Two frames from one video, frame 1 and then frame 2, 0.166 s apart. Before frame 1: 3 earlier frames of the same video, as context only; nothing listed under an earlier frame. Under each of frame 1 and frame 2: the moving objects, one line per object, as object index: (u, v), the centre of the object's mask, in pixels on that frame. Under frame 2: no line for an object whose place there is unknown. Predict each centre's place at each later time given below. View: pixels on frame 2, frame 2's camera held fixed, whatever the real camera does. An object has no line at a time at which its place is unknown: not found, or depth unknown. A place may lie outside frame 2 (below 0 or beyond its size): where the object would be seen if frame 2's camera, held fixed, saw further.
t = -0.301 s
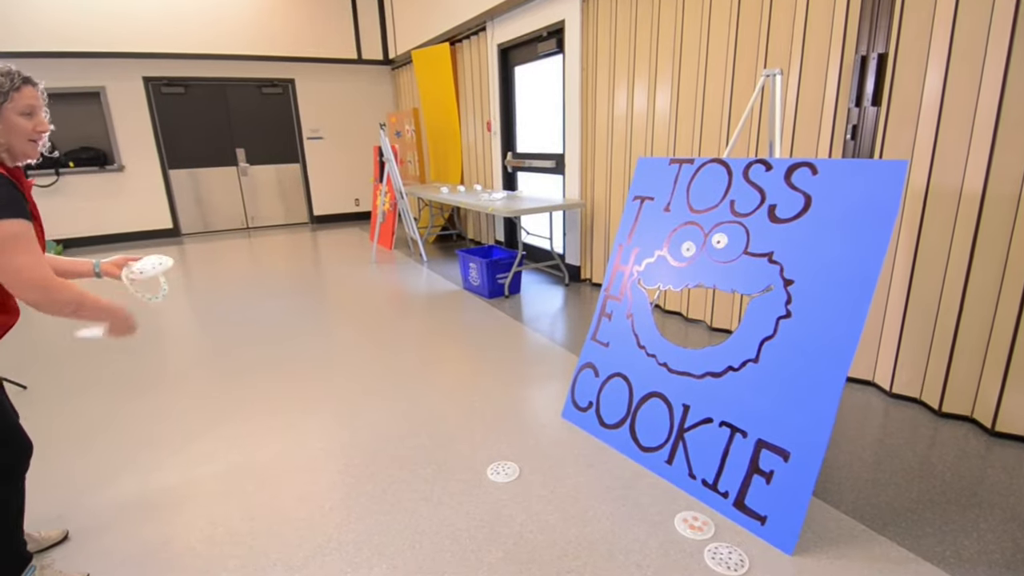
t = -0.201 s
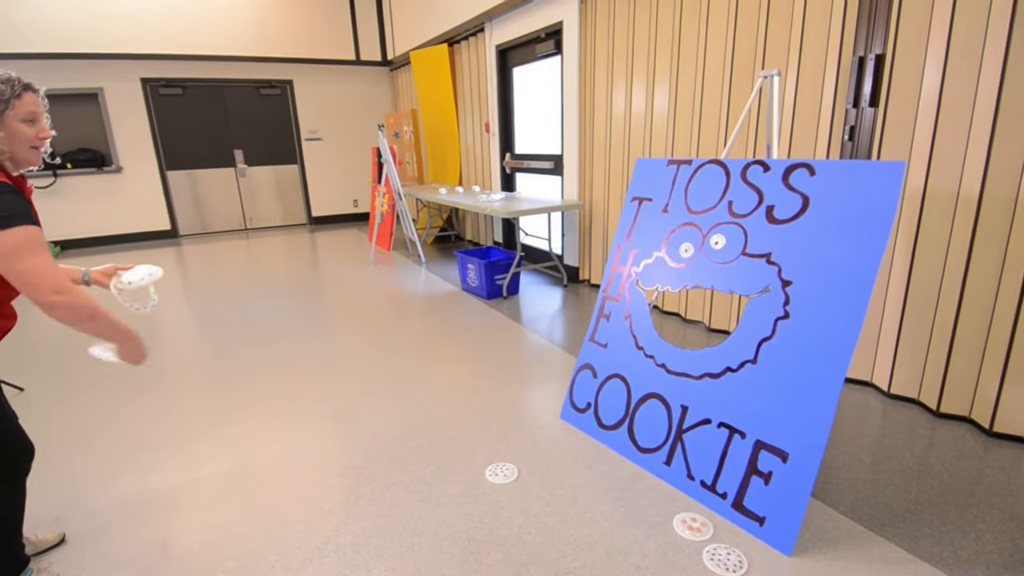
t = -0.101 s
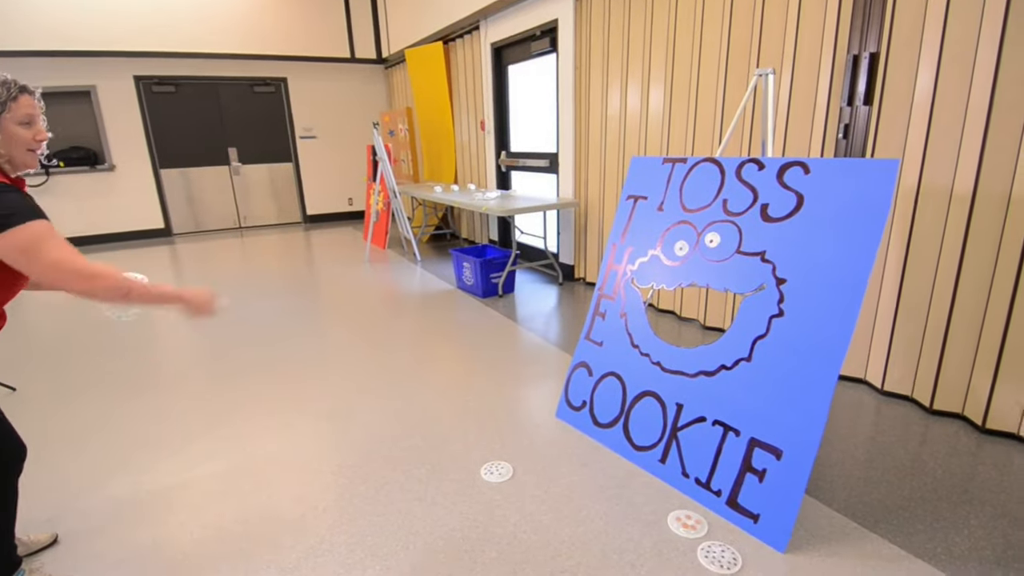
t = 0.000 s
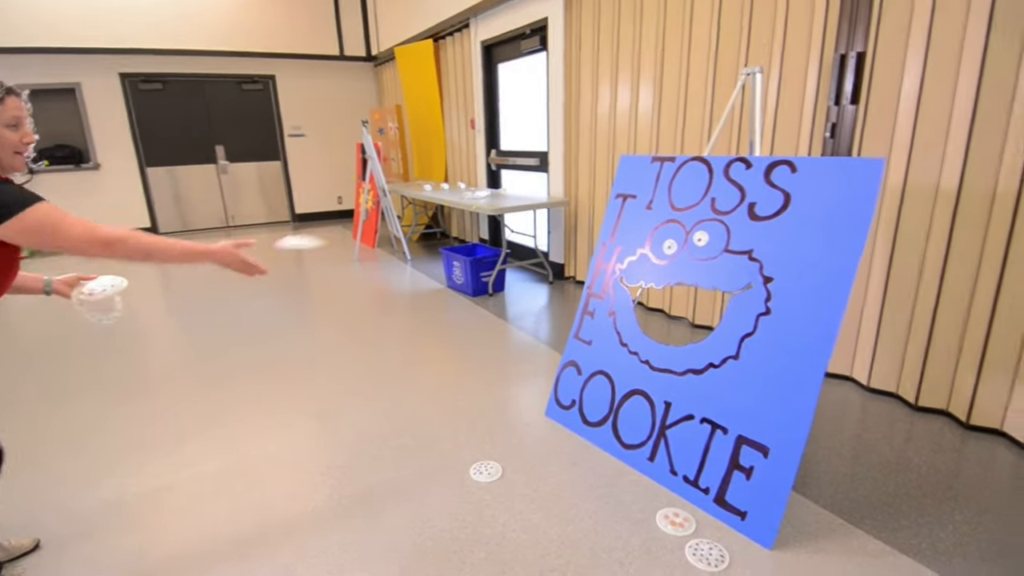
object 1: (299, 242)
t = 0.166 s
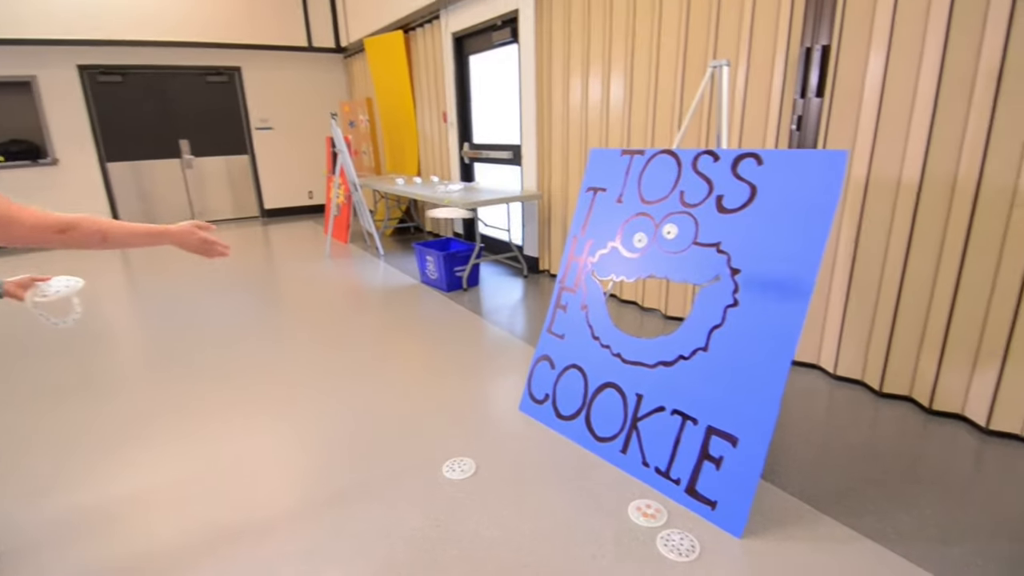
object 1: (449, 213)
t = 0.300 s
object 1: (578, 243)
